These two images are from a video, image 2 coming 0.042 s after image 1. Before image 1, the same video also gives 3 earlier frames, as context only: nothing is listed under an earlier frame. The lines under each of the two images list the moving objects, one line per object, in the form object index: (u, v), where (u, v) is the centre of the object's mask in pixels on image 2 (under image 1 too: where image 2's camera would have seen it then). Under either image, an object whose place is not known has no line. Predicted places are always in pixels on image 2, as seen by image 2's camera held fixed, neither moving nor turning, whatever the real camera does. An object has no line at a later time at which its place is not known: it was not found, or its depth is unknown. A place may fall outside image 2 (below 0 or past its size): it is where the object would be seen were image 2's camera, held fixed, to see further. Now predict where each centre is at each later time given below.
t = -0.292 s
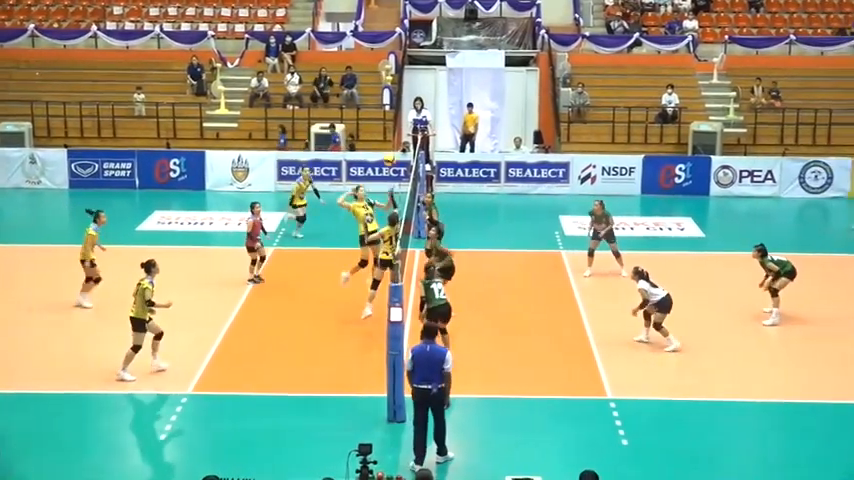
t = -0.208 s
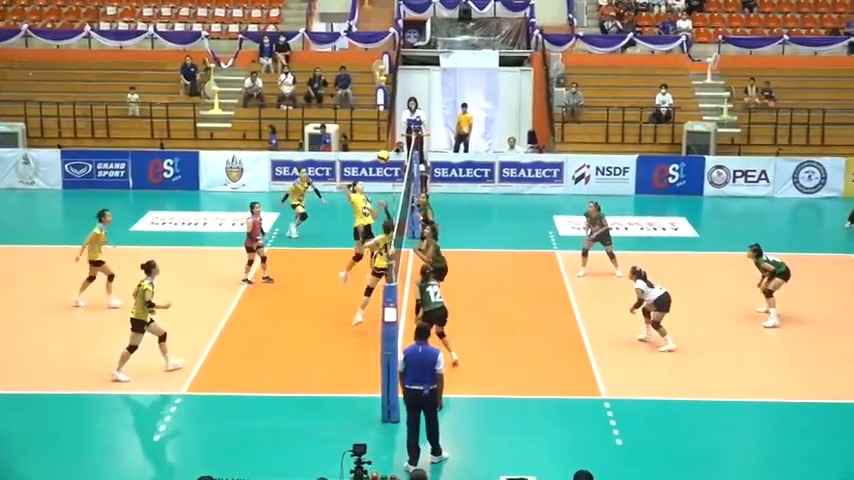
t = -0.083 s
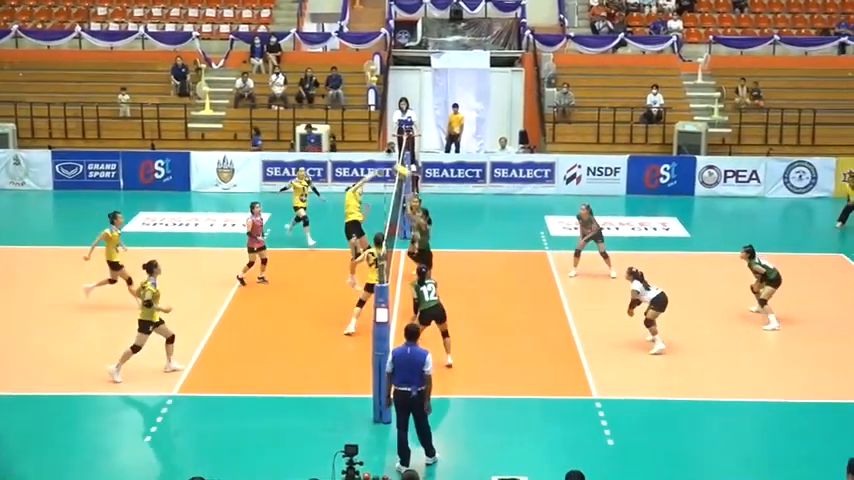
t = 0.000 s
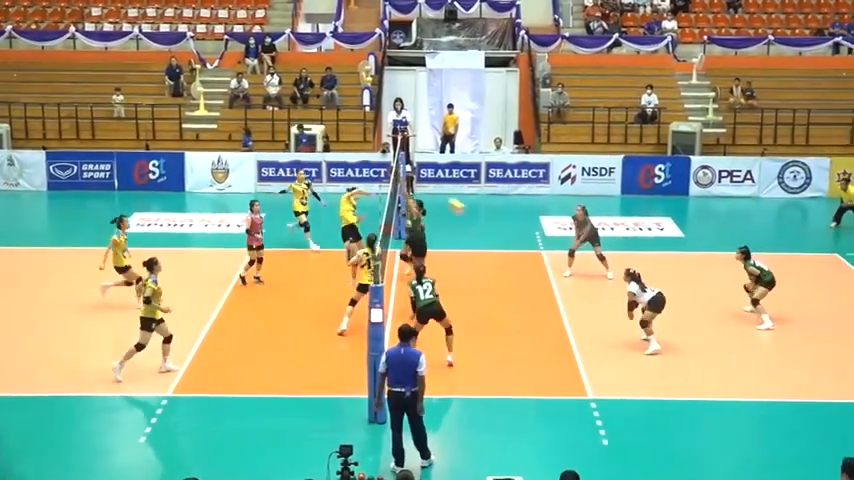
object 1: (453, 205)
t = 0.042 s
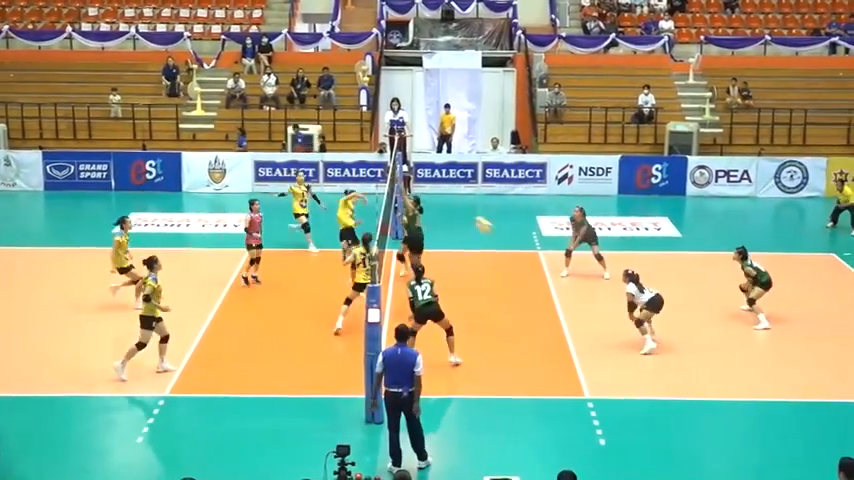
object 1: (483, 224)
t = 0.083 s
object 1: (513, 244)
